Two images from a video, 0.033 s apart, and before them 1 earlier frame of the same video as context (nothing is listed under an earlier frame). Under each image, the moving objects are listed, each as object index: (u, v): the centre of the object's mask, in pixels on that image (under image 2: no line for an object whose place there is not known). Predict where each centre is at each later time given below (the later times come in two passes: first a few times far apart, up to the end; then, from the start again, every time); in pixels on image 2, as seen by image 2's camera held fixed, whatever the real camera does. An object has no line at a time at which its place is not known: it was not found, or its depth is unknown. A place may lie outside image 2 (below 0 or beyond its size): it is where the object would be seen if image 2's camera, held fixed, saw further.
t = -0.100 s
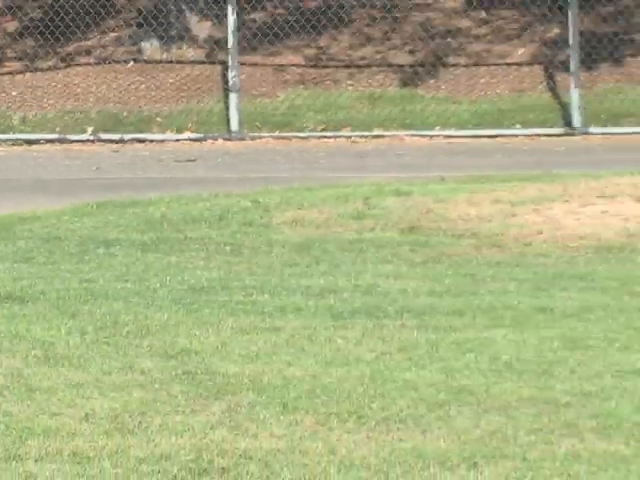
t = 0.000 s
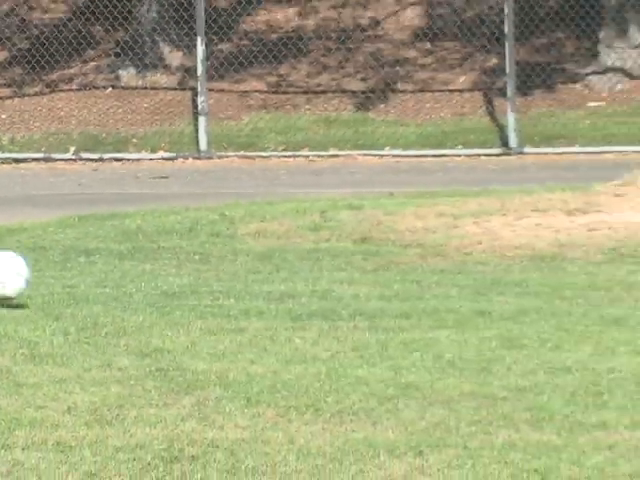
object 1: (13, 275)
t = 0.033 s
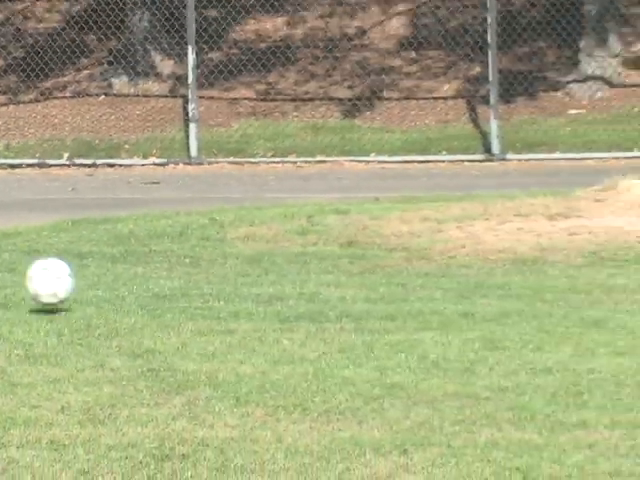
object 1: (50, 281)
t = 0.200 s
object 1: (295, 301)
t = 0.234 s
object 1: (341, 300)
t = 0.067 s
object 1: (101, 287)
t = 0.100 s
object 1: (153, 293)
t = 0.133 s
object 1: (204, 302)
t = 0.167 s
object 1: (251, 301)
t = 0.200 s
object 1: (295, 301)
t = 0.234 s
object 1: (341, 300)
